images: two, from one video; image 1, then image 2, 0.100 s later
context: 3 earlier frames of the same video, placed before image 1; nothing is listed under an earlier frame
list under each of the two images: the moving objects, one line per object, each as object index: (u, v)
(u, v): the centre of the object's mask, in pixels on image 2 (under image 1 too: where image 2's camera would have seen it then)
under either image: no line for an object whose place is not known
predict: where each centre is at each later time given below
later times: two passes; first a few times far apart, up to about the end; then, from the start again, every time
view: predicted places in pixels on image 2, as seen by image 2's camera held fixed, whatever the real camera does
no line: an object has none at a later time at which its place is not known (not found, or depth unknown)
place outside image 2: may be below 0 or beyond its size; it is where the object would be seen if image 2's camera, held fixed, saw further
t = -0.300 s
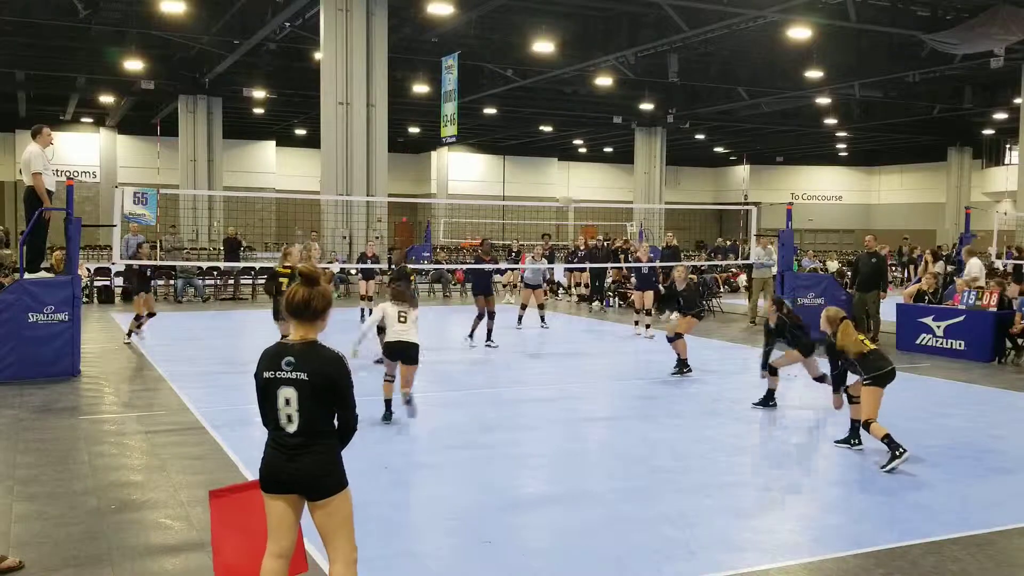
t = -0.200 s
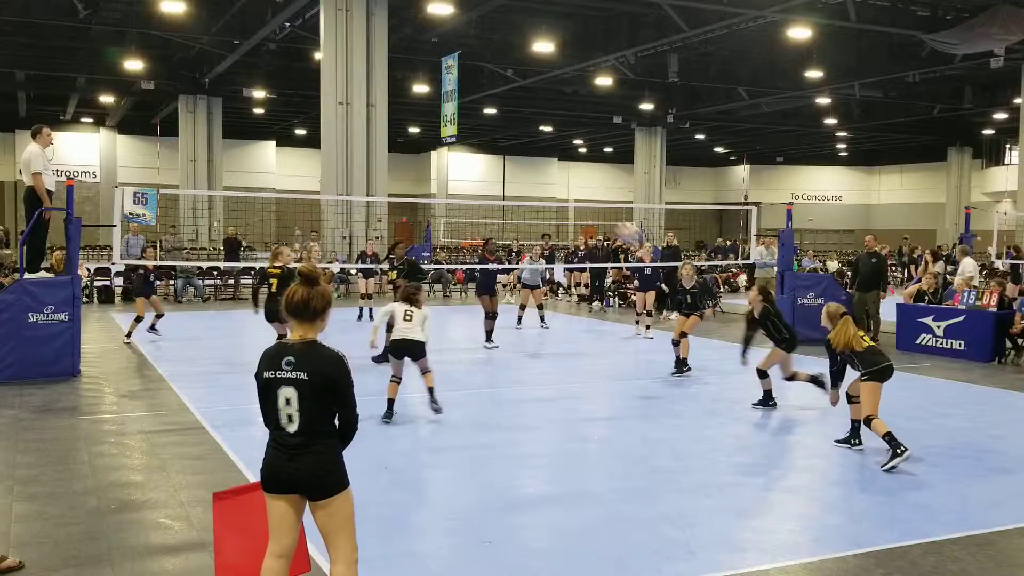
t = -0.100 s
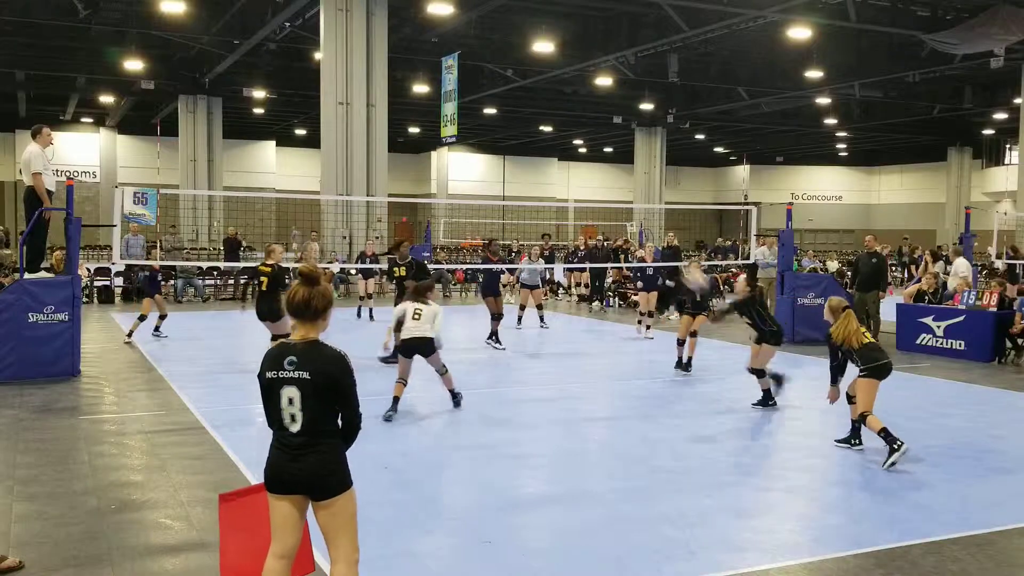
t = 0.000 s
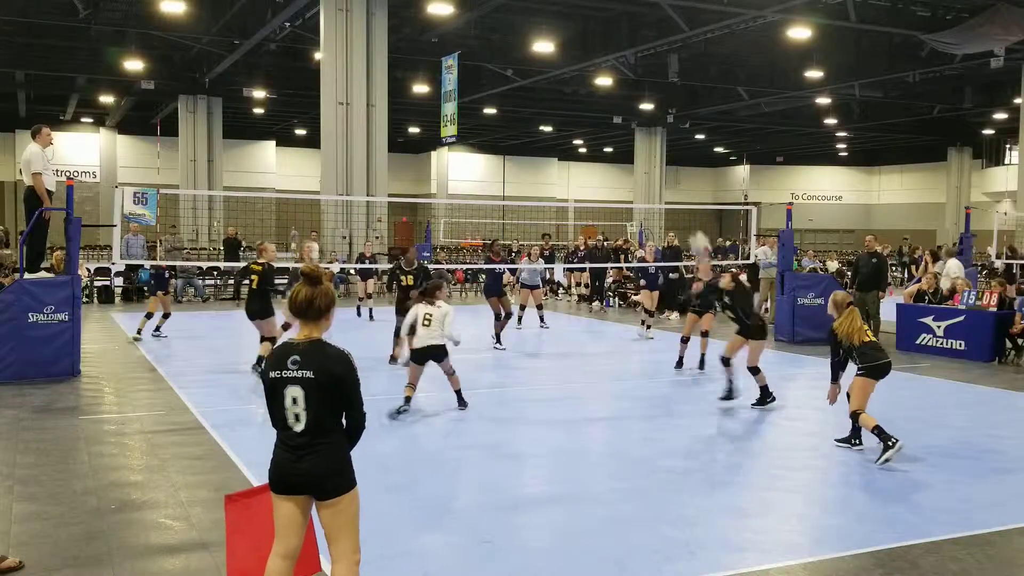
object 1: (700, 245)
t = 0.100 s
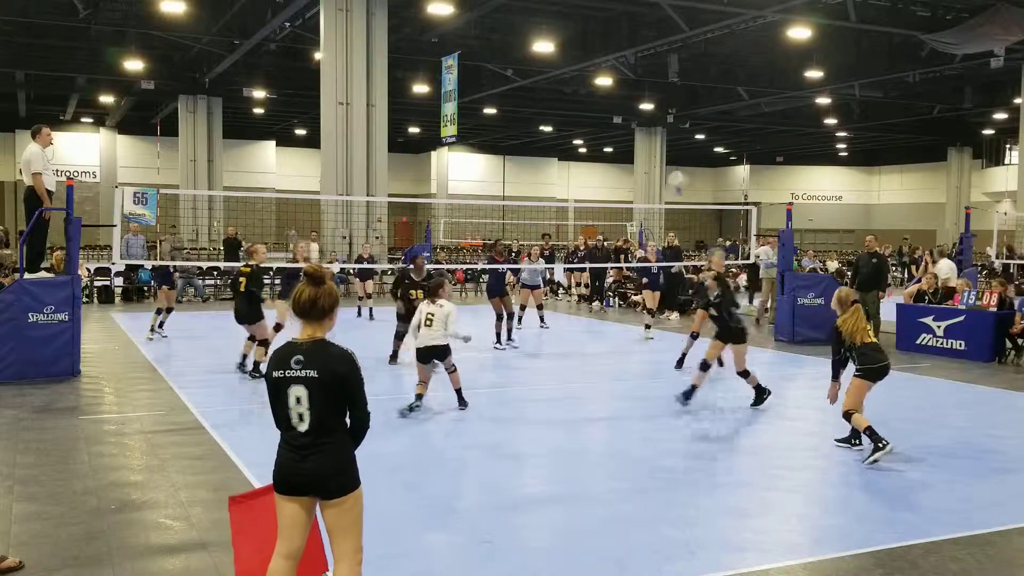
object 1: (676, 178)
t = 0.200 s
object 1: (656, 130)
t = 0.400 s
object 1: (614, 62)
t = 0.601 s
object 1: (572, 29)
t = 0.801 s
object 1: (531, 33)
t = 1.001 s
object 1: (491, 77)
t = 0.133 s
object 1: (672, 163)
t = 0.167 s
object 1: (665, 149)
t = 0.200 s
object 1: (656, 130)
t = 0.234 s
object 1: (649, 120)
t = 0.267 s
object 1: (642, 105)
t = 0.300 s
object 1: (635, 93)
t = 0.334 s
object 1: (628, 82)
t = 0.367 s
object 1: (621, 71)
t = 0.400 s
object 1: (614, 62)
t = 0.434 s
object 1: (606, 53)
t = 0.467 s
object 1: (600, 46)
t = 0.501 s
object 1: (593, 40)
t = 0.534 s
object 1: (586, 36)
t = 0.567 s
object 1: (579, 32)
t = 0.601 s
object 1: (572, 29)
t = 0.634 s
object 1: (565, 27)
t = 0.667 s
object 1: (558, 27)
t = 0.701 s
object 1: (551, 27)
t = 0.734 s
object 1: (545, 26)
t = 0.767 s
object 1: (538, 29)
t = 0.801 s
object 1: (531, 33)
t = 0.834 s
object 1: (524, 38)
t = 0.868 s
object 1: (518, 45)
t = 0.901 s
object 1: (511, 51)
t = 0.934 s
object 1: (505, 59)
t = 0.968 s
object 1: (498, 68)
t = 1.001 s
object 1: (491, 77)
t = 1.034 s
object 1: (485, 87)
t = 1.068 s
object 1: (479, 98)
